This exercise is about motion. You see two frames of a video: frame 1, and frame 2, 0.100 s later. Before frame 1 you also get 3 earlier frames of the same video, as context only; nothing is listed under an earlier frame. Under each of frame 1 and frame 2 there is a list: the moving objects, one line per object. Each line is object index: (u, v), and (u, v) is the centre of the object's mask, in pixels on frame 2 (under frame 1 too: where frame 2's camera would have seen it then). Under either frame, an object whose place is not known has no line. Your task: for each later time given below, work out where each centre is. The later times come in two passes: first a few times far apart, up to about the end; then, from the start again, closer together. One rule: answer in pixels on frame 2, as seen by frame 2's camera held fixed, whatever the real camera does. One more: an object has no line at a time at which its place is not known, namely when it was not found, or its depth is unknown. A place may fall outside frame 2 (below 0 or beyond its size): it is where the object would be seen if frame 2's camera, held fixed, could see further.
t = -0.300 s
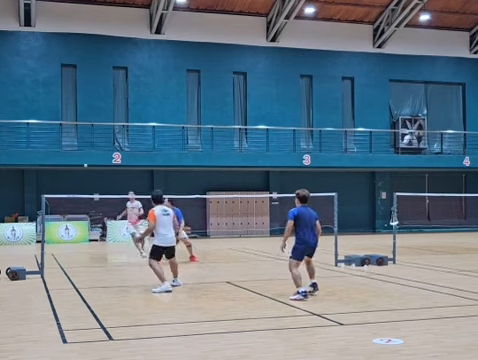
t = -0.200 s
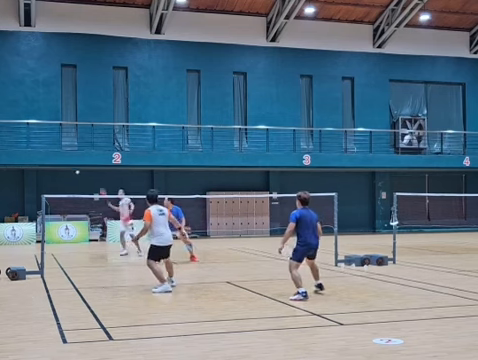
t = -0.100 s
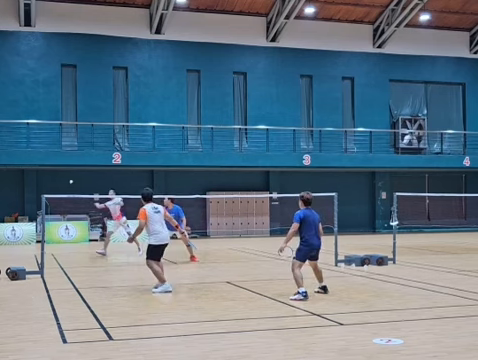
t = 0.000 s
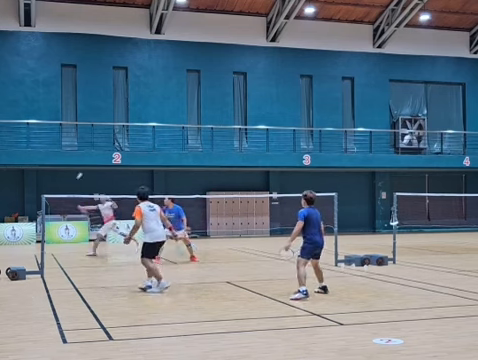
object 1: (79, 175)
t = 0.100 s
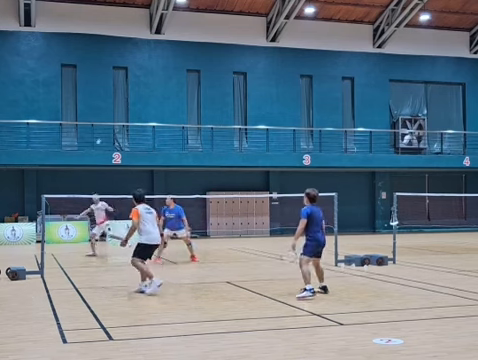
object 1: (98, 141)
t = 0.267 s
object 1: (124, 107)
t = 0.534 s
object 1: (157, 92)
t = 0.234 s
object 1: (119, 112)
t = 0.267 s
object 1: (124, 107)
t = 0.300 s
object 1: (129, 103)
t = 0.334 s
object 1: (133, 99)
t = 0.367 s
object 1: (137, 96)
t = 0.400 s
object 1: (141, 94)
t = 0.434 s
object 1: (145, 92)
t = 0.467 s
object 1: (149, 91)
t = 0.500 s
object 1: (153, 91)
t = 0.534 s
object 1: (157, 92)
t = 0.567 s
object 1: (160, 92)
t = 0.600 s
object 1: (164, 94)
